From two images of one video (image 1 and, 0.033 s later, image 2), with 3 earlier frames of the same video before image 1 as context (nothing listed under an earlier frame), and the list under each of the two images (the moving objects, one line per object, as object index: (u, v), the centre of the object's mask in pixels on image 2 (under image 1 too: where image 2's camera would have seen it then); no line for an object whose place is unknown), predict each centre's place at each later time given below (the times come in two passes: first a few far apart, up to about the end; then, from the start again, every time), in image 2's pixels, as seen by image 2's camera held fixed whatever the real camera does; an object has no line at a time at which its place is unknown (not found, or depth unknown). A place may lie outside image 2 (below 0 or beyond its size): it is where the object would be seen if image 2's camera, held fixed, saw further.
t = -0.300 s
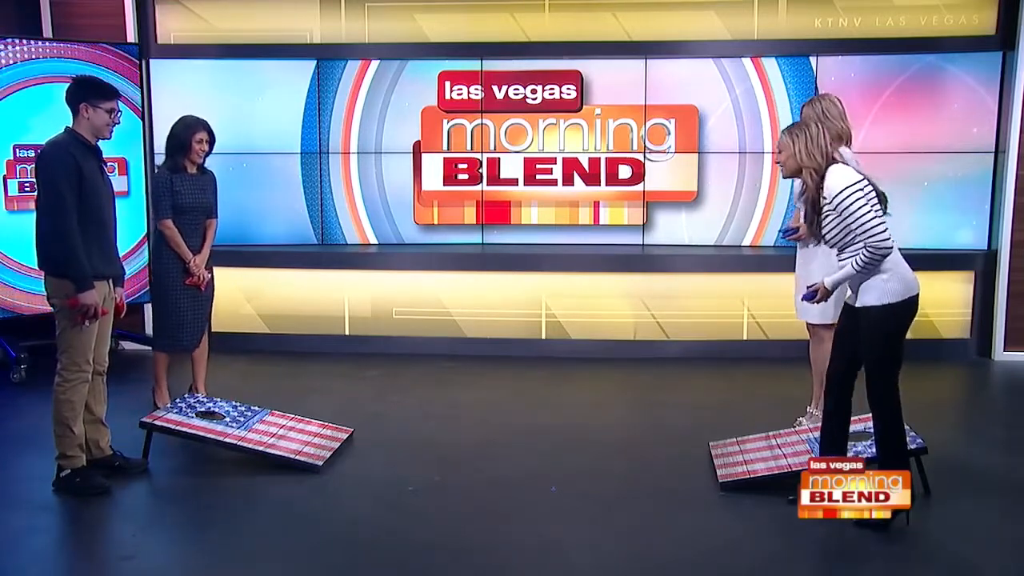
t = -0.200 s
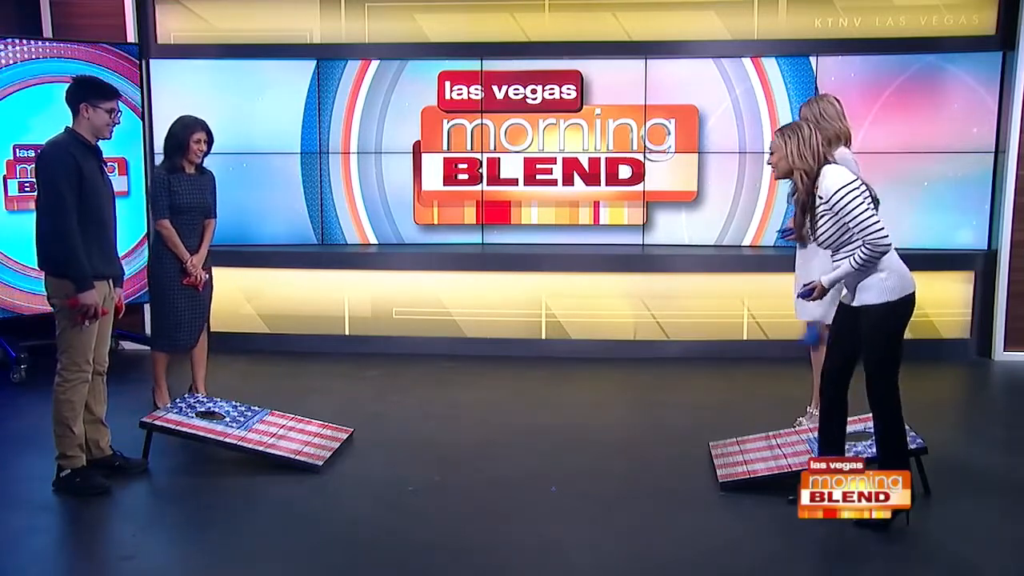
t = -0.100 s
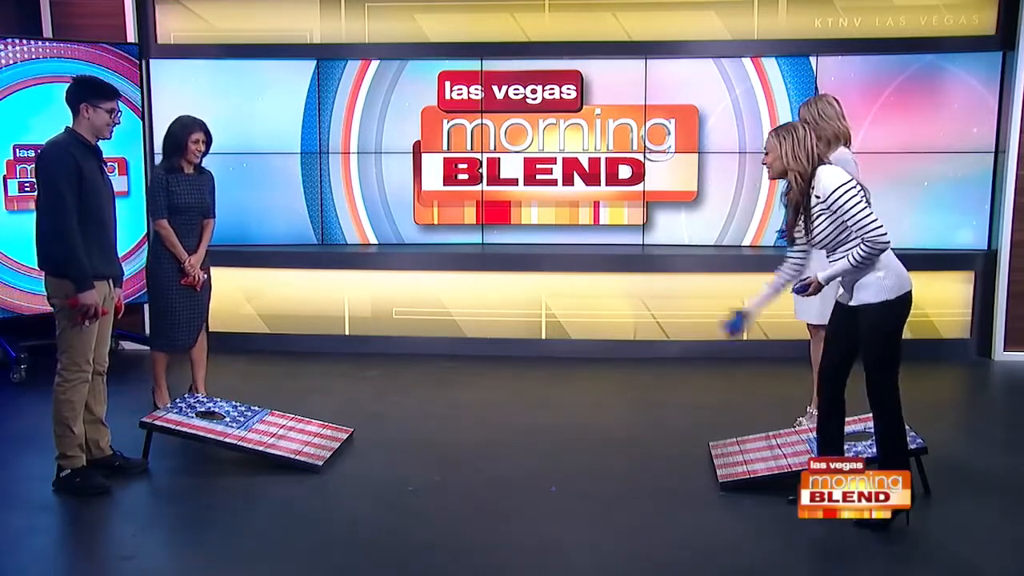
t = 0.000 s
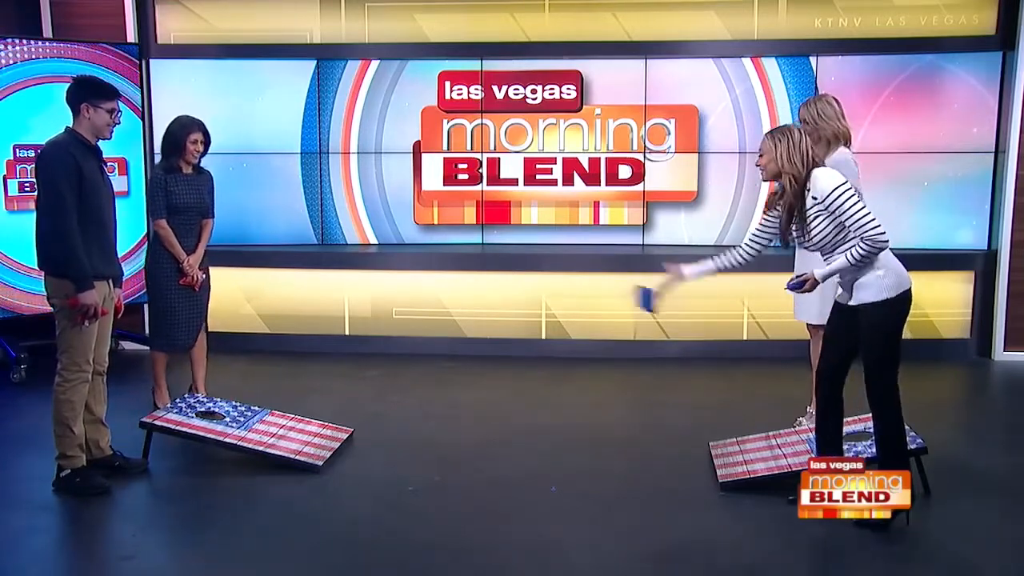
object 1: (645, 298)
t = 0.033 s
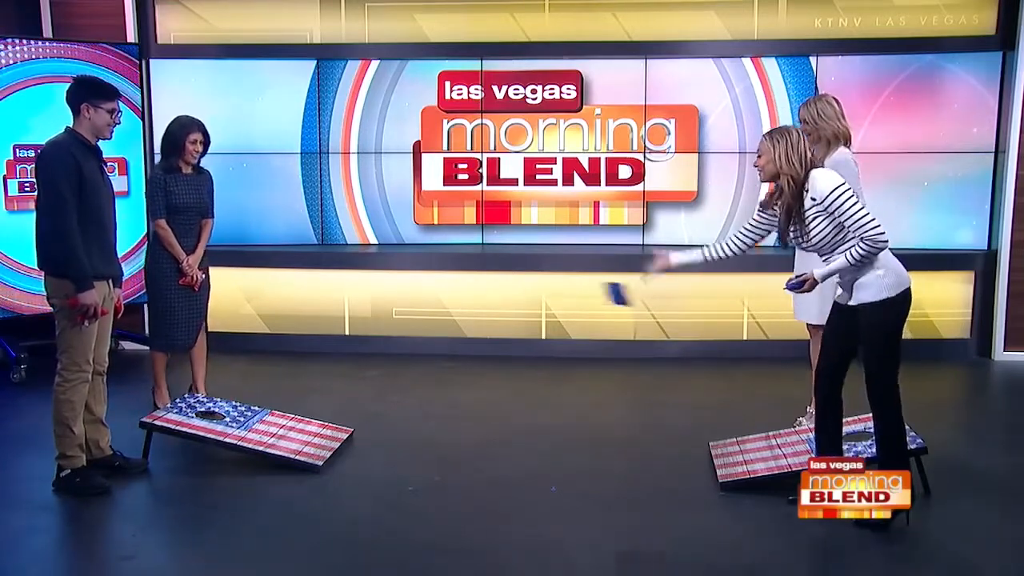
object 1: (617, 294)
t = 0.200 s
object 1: (475, 303)
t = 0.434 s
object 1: (293, 410)
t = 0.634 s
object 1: (240, 419)
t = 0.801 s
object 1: (227, 418)
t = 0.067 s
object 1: (588, 291)
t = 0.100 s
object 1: (559, 291)
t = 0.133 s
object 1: (532, 293)
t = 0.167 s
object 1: (503, 297)
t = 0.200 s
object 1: (475, 303)
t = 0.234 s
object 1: (447, 312)
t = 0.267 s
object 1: (420, 324)
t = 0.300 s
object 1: (393, 338)
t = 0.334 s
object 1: (371, 350)
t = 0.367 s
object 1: (343, 369)
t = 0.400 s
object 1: (316, 389)
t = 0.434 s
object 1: (293, 410)
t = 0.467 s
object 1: (267, 435)
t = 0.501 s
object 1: (259, 432)
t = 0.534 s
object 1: (256, 427)
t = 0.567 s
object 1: (249, 423)
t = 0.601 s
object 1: (244, 420)
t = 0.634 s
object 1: (240, 419)
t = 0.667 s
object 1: (235, 419)
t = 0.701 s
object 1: (230, 419)
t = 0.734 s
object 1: (230, 419)
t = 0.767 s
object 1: (228, 418)
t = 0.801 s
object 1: (227, 418)
